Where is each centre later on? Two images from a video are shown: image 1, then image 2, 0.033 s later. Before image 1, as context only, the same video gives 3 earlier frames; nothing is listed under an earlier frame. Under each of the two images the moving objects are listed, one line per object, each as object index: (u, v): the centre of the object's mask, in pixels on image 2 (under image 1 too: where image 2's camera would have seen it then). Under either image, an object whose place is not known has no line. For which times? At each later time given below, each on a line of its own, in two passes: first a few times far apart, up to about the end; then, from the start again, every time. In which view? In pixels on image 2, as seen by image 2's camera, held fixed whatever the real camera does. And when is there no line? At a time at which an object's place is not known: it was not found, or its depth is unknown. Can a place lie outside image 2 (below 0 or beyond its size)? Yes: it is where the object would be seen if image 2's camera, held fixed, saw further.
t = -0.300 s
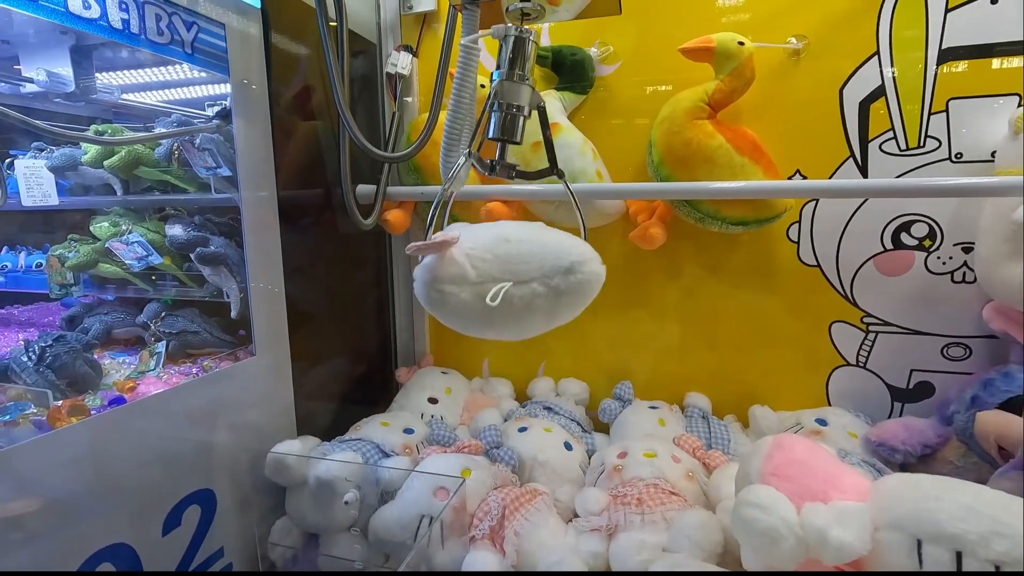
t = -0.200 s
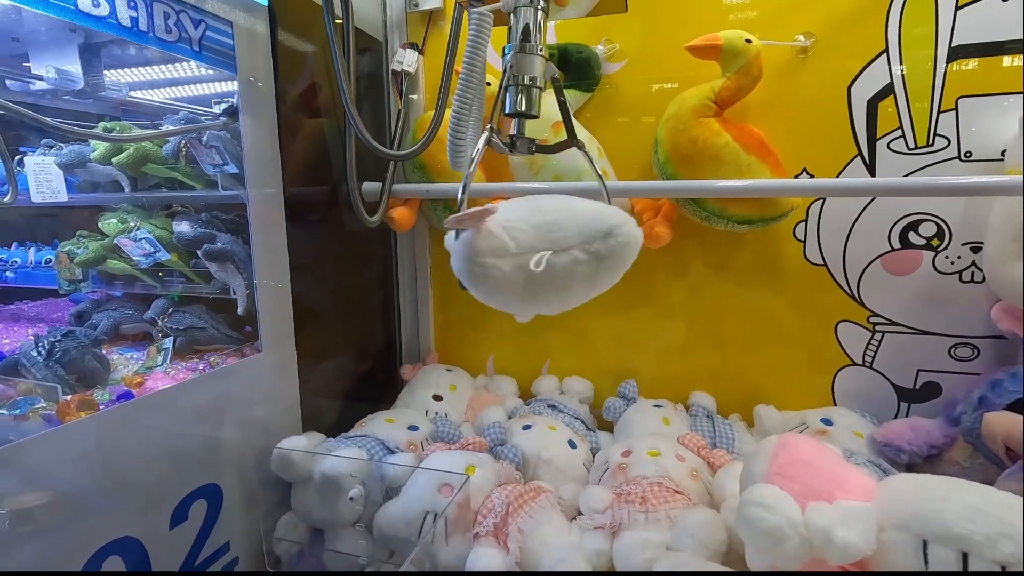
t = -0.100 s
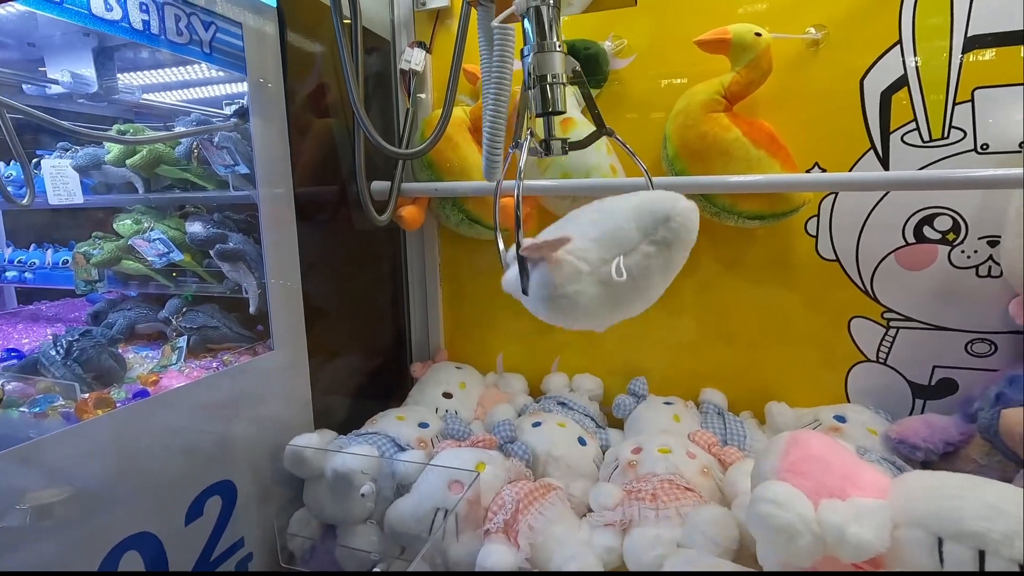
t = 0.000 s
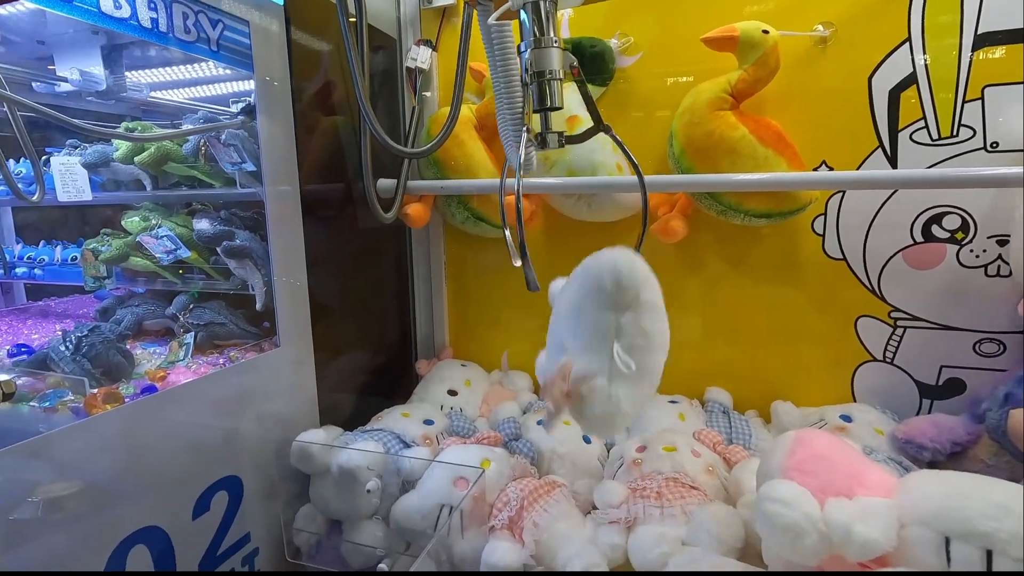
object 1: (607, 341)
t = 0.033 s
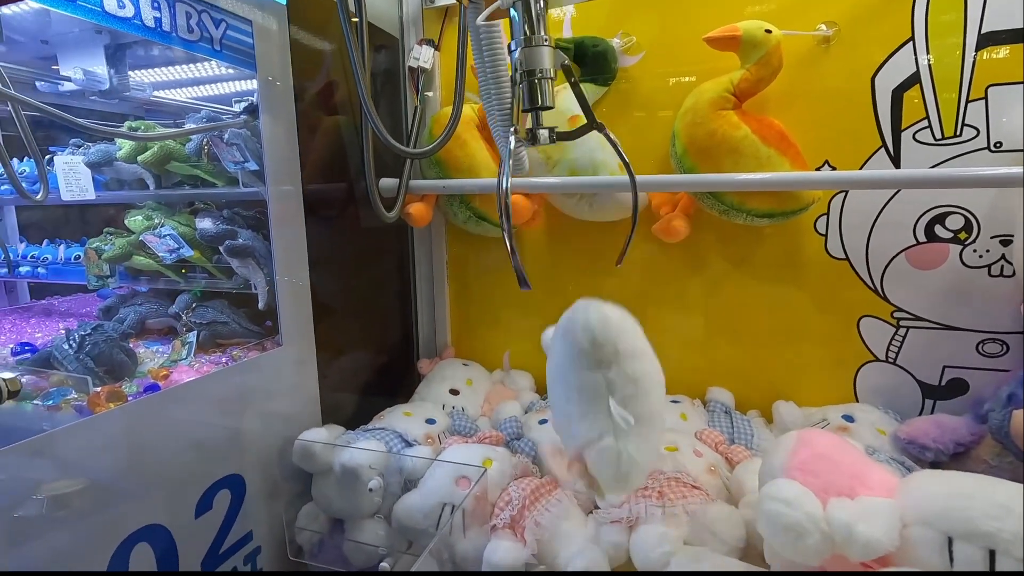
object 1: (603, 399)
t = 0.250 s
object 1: (565, 511)
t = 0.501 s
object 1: (574, 511)
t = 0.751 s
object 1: (573, 515)
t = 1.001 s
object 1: (574, 517)
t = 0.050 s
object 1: (600, 433)
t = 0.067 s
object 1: (599, 469)
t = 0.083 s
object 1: (599, 486)
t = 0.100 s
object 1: (589, 501)
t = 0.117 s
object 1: (577, 510)
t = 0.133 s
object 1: (569, 513)
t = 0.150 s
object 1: (564, 511)
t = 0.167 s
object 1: (560, 508)
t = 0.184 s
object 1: (559, 507)
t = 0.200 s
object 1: (559, 507)
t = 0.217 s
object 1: (561, 508)
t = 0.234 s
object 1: (563, 509)
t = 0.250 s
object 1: (565, 511)
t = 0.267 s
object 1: (566, 512)
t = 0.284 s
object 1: (566, 513)
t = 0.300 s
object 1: (567, 513)
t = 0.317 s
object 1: (567, 514)
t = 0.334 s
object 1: (568, 514)
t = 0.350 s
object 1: (568, 513)
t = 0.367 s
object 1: (570, 512)
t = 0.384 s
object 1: (572, 509)
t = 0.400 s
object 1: (573, 508)
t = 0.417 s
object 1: (574, 508)
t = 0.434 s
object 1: (574, 508)
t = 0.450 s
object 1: (573, 509)
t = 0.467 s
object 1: (574, 510)
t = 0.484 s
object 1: (574, 510)
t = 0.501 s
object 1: (574, 511)
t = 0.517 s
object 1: (574, 512)
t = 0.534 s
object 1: (573, 514)
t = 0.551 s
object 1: (573, 514)
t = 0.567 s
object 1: (573, 514)
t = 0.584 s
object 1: (572, 515)
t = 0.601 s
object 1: (572, 515)
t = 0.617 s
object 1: (572, 515)
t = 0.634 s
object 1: (572, 515)
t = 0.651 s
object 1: (573, 515)
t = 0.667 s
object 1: (573, 515)
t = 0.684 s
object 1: (573, 515)
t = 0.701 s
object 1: (573, 515)
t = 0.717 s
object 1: (573, 515)
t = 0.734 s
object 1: (573, 515)
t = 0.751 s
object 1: (573, 515)
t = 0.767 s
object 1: (573, 516)
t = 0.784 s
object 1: (573, 516)
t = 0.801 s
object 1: (573, 516)
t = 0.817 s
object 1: (573, 516)
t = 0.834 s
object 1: (573, 516)
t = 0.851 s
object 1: (574, 516)
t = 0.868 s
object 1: (573, 516)
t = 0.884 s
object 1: (573, 517)
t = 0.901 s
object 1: (573, 517)
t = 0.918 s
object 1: (573, 517)
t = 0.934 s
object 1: (574, 517)
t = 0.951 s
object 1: (574, 517)
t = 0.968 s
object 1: (574, 517)
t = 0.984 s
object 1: (574, 517)
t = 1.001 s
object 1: (574, 517)
